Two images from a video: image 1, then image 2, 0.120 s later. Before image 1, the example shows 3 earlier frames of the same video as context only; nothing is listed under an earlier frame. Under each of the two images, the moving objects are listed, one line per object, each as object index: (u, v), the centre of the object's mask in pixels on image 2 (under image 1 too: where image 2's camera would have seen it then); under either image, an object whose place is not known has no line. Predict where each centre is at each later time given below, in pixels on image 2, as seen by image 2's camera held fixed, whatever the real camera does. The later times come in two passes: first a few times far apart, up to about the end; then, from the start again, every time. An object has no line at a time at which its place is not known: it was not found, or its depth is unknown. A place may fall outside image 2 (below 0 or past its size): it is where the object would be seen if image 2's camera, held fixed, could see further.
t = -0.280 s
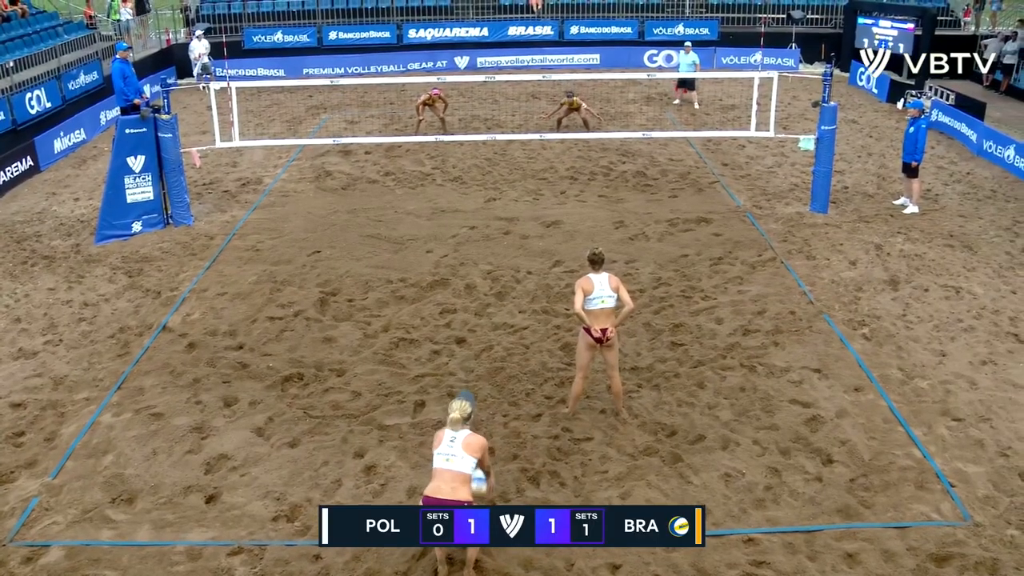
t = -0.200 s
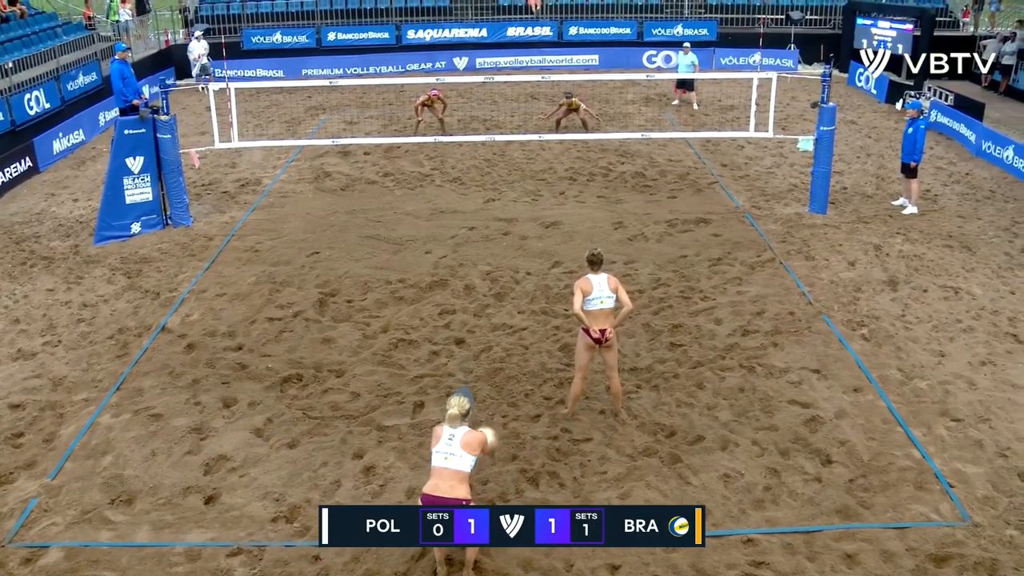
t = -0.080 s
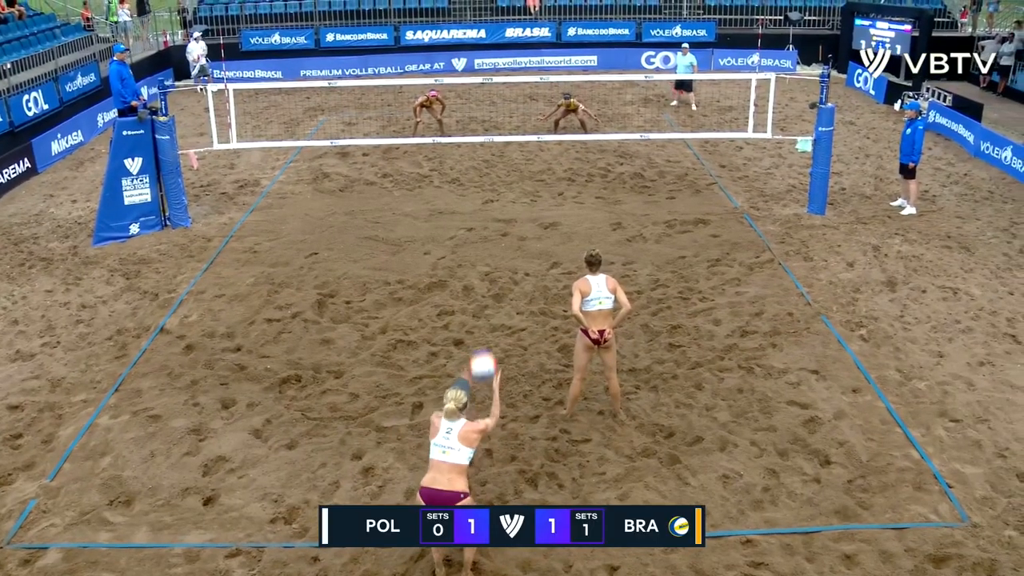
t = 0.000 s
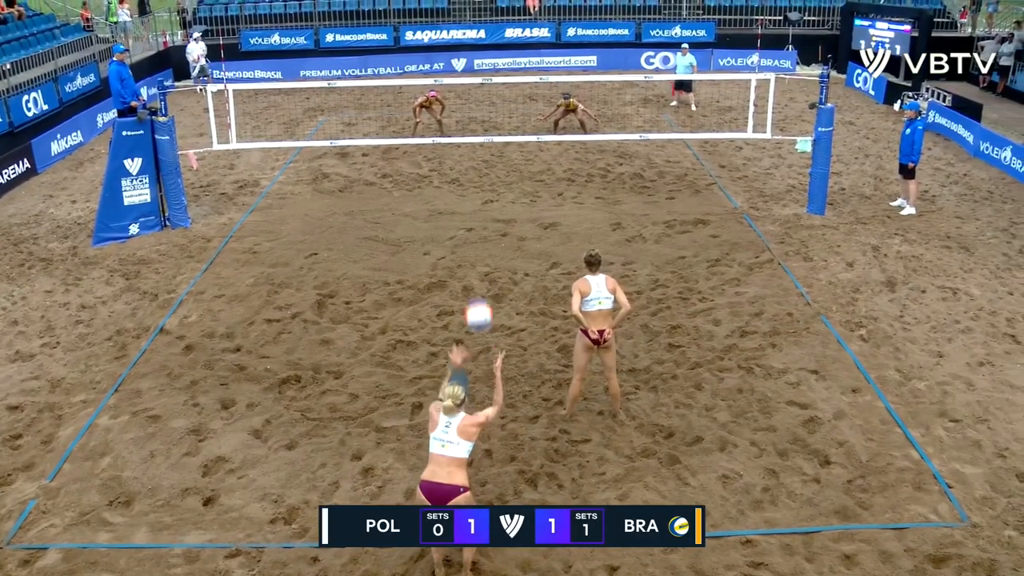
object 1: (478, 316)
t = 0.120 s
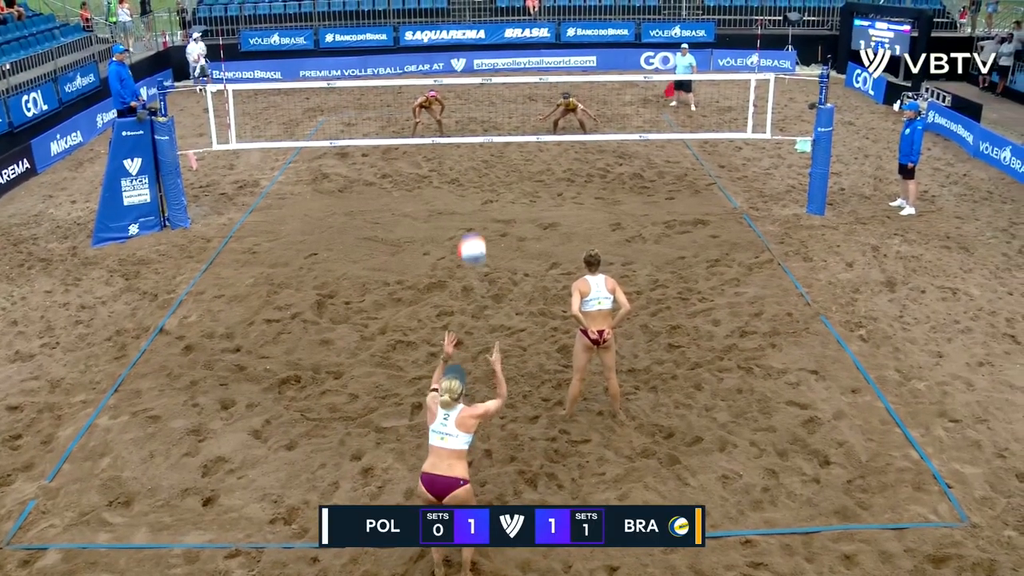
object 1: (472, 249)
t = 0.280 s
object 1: (465, 185)
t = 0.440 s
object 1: (462, 152)
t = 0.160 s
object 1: (471, 230)
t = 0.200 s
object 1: (469, 213)
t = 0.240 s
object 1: (467, 198)
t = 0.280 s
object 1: (465, 185)
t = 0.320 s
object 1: (464, 174)
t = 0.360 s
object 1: (463, 165)
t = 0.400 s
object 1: (462, 158)
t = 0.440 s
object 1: (462, 152)
